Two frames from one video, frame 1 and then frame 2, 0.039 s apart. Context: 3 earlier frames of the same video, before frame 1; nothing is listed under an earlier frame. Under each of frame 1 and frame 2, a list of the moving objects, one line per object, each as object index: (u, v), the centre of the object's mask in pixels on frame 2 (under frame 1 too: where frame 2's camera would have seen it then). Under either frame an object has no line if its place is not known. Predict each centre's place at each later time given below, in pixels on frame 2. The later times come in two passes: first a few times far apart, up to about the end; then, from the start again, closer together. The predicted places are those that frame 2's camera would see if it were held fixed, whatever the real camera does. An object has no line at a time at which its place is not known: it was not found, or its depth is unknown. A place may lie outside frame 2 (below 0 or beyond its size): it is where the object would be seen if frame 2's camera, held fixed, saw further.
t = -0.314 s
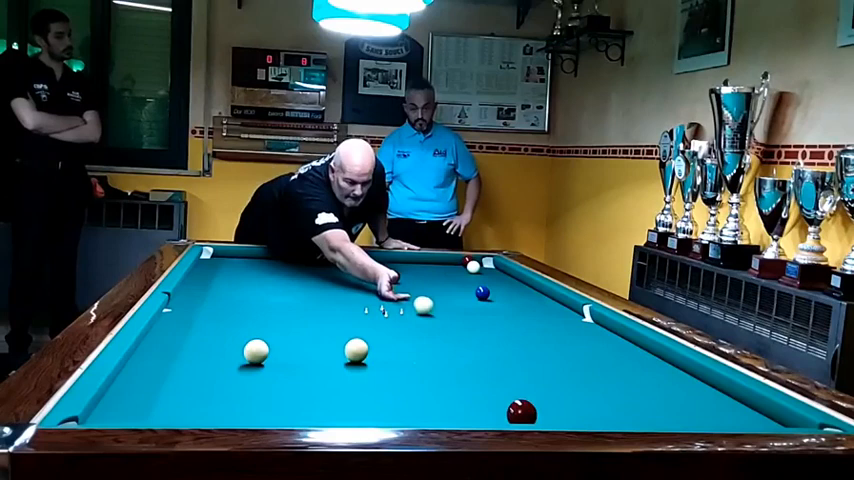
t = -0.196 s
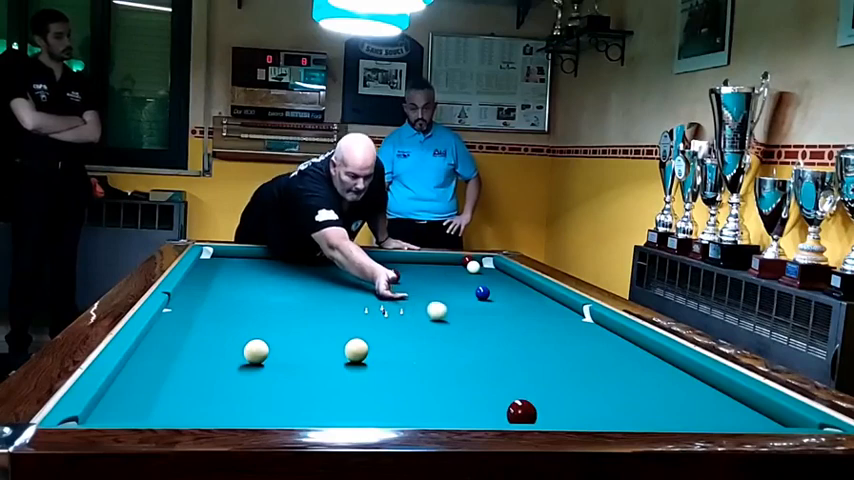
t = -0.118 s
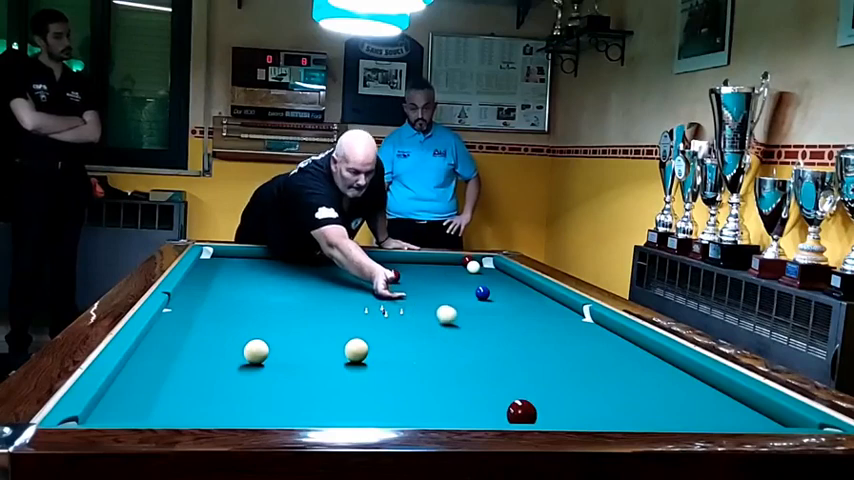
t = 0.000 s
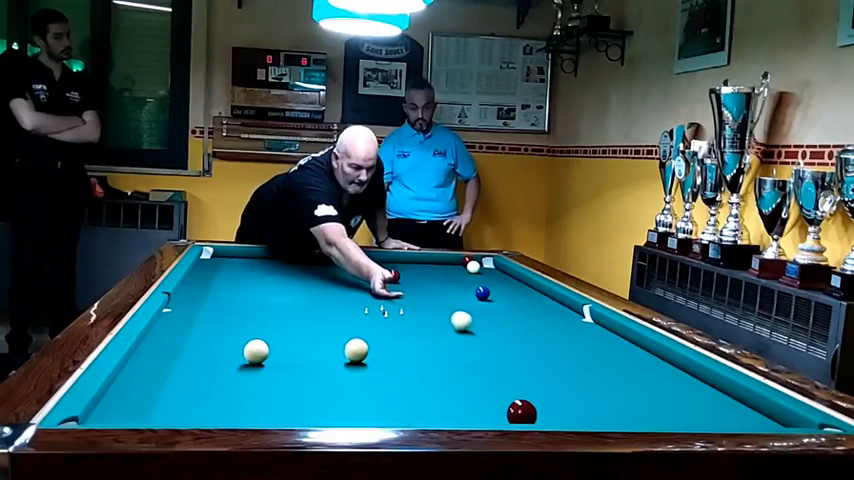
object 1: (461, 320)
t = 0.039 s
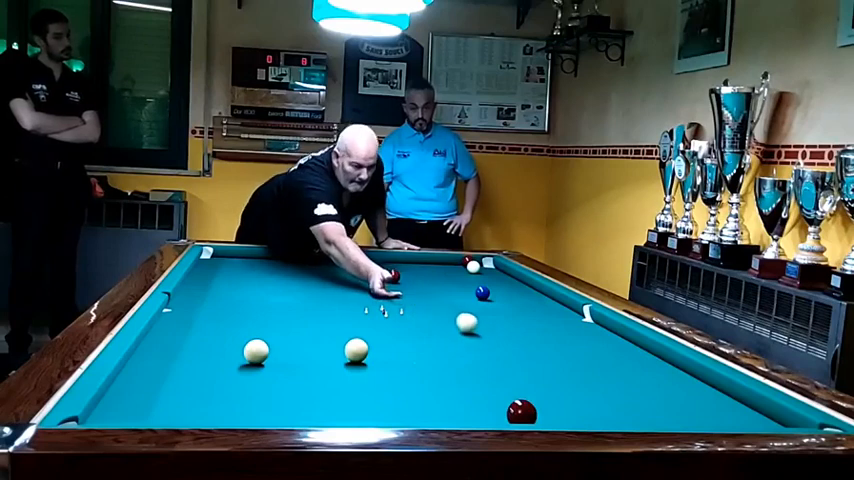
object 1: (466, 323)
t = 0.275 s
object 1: (500, 337)
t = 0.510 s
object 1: (538, 352)
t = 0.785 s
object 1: (591, 374)
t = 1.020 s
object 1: (644, 396)
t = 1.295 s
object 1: (715, 419)
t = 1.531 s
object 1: (728, 417)
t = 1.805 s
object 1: (717, 404)
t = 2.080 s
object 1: (706, 390)
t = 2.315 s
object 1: (698, 379)
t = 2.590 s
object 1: (679, 368)
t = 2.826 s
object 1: (659, 360)
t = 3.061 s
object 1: (642, 353)
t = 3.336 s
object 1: (623, 345)
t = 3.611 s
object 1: (607, 338)
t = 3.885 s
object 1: (591, 332)
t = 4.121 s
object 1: (580, 328)
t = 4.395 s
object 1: (567, 323)
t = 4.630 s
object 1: (558, 319)
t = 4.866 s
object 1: (550, 315)
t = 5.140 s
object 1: (541, 311)
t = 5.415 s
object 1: (533, 308)
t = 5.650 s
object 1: (526, 306)
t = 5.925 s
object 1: (520, 303)
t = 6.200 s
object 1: (514, 300)
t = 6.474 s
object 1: (509, 298)
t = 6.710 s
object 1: (506, 297)
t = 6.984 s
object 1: (502, 295)
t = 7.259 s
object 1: (498, 293)
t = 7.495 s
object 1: (497, 292)
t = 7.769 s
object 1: (496, 292)
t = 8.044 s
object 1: (496, 291)
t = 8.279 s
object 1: (495, 290)
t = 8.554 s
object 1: (493, 290)
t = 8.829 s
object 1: (492, 290)
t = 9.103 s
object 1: (492, 290)
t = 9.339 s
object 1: (492, 290)
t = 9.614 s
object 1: (492, 290)
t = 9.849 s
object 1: (492, 290)
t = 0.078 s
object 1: (471, 325)
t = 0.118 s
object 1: (477, 327)
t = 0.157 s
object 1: (483, 329)
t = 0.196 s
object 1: (488, 332)
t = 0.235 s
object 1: (494, 334)
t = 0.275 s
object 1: (500, 337)
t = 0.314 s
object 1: (506, 339)
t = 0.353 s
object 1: (512, 342)
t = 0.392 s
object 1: (519, 344)
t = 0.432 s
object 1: (525, 347)
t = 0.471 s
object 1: (532, 349)
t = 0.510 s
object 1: (538, 352)
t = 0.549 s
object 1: (546, 355)
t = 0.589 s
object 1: (552, 358)
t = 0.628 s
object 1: (560, 361)
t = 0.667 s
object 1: (567, 364)
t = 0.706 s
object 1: (575, 367)
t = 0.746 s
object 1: (583, 371)
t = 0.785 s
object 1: (591, 374)
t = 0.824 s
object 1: (599, 377)
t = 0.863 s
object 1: (607, 381)
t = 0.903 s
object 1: (616, 384)
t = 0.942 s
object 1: (625, 388)
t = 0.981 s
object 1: (634, 392)
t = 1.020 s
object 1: (644, 396)
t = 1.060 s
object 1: (653, 399)
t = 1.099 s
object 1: (663, 404)
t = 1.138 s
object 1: (673, 408)
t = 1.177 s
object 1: (684, 411)
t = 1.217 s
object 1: (694, 414)
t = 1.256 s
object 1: (705, 417)
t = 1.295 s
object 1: (715, 419)
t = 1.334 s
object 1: (727, 421)
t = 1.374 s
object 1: (737, 423)
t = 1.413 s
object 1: (734, 422)
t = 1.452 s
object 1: (731, 420)
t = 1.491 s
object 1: (729, 419)
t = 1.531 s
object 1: (728, 417)
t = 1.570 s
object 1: (726, 416)
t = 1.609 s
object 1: (725, 414)
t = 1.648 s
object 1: (723, 413)
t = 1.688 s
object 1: (721, 411)
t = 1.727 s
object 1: (720, 409)
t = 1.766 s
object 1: (718, 407)
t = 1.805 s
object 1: (717, 404)
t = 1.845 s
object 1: (715, 402)
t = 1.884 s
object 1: (713, 400)
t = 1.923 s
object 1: (712, 398)
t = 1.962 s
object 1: (710, 396)
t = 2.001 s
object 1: (709, 394)
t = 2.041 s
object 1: (707, 392)
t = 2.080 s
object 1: (706, 390)
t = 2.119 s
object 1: (705, 388)
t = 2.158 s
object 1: (703, 386)
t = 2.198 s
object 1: (702, 384)
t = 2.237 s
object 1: (701, 382)
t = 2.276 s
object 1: (699, 381)
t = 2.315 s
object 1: (698, 379)
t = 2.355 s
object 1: (697, 377)
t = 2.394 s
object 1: (696, 375)
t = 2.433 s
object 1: (694, 374)
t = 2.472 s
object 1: (690, 372)
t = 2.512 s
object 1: (686, 371)
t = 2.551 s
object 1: (683, 369)
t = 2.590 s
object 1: (679, 368)
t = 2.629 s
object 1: (675, 366)
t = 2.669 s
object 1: (672, 365)
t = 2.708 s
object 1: (669, 364)
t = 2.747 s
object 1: (666, 362)
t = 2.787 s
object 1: (663, 361)
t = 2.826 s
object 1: (659, 360)
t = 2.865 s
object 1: (656, 359)
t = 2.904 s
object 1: (653, 358)
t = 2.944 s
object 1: (650, 356)
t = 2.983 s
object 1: (648, 355)
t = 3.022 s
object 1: (645, 354)
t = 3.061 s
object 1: (642, 353)
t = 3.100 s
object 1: (639, 352)
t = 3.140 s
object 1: (636, 351)
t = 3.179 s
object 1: (633, 349)
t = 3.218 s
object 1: (631, 348)
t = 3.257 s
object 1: (628, 348)
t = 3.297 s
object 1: (626, 346)
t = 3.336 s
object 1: (623, 345)
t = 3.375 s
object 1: (620, 344)
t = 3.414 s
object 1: (618, 343)
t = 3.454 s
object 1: (616, 342)
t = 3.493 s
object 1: (613, 341)
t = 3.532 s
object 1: (611, 340)
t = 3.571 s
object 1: (609, 339)
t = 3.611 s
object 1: (607, 338)
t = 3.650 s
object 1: (604, 338)
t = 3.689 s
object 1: (602, 337)
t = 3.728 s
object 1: (600, 336)
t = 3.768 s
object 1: (598, 335)
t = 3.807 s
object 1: (596, 334)
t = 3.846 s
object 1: (594, 333)
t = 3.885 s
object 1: (591, 332)
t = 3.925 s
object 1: (589, 331)
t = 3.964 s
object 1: (588, 330)
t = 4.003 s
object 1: (586, 329)
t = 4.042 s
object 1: (584, 329)
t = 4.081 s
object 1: (582, 328)
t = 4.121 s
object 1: (580, 328)
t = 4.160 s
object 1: (578, 327)
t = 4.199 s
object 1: (576, 326)
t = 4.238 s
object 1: (574, 326)
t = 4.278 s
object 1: (573, 325)
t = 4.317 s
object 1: (571, 324)
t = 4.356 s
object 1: (569, 323)
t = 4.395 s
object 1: (567, 323)
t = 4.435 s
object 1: (566, 322)
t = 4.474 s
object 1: (564, 321)
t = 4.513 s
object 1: (563, 321)
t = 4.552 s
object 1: (561, 320)
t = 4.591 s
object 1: (560, 319)
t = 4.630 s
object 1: (558, 319)
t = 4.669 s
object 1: (557, 318)
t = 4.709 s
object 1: (555, 317)
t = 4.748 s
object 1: (554, 317)
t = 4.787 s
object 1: (553, 316)
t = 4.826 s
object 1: (551, 316)
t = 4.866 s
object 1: (550, 315)
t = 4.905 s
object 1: (548, 315)
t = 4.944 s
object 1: (547, 314)
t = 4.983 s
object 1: (546, 314)
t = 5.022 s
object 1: (545, 313)
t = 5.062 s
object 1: (543, 312)
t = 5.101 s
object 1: (542, 312)
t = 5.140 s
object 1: (541, 311)
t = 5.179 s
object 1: (540, 311)
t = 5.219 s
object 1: (538, 310)
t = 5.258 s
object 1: (537, 310)
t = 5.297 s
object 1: (536, 309)
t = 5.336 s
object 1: (535, 309)
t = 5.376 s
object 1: (534, 308)
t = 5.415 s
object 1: (533, 308)
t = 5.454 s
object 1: (531, 308)
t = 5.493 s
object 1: (530, 307)
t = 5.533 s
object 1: (529, 307)
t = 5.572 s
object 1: (528, 306)
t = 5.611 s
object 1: (527, 306)
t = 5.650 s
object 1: (526, 306)
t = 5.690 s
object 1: (525, 305)
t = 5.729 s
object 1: (524, 305)
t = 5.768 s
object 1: (523, 304)
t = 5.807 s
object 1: (522, 304)
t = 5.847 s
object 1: (521, 304)
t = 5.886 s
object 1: (520, 303)
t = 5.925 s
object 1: (520, 303)
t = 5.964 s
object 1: (519, 302)
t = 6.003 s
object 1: (518, 302)
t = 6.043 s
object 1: (517, 302)
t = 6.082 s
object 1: (516, 301)
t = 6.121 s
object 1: (515, 301)
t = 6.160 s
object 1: (514, 301)
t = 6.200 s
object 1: (514, 300)
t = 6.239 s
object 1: (513, 300)
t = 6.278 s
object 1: (512, 300)
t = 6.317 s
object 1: (512, 299)
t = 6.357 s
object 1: (511, 299)
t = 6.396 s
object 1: (510, 299)
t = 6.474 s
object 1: (509, 298)
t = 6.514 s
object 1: (509, 298)
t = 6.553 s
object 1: (508, 298)
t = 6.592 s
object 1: (507, 297)
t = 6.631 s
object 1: (507, 297)
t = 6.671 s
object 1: (506, 297)
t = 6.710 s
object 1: (506, 297)
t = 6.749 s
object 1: (505, 296)
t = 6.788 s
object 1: (504, 296)
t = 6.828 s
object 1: (504, 296)
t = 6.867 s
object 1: (503, 296)
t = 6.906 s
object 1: (503, 296)
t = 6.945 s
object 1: (502, 295)
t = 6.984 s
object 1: (502, 295)
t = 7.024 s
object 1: (501, 295)
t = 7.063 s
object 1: (501, 295)
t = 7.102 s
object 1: (500, 294)
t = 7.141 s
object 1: (500, 294)
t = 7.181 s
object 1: (499, 294)
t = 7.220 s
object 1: (499, 294)
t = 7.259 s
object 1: (498, 293)
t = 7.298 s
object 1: (498, 293)
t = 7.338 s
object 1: (497, 293)
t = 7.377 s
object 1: (497, 293)
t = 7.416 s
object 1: (497, 293)
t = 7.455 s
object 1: (497, 293)
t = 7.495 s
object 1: (497, 292)
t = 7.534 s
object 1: (497, 292)
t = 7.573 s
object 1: (497, 292)
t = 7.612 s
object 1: (497, 292)
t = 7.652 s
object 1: (496, 292)
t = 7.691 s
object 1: (496, 292)
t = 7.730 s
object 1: (496, 292)
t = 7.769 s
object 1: (496, 292)
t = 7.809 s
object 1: (496, 292)
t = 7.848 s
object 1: (496, 291)
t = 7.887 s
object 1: (496, 291)
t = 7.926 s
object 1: (496, 291)
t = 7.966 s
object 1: (496, 291)
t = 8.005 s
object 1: (496, 291)
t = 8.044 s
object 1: (496, 291)
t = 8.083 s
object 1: (496, 291)
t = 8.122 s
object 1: (495, 291)
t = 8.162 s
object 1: (495, 291)
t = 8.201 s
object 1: (495, 290)
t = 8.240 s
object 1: (495, 290)
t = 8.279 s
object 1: (495, 290)
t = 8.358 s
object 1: (494, 290)
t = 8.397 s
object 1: (494, 290)
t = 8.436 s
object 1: (494, 290)
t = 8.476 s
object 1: (494, 290)
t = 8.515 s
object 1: (493, 290)
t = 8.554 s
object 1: (493, 290)
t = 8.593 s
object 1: (493, 290)
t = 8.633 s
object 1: (493, 290)
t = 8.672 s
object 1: (493, 290)
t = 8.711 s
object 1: (492, 290)
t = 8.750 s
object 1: (492, 290)
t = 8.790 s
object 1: (492, 290)
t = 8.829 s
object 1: (492, 290)
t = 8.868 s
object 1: (492, 290)
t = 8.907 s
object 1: (492, 290)
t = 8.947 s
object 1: (492, 290)
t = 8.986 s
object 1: (492, 290)
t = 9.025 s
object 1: (492, 290)
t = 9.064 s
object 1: (492, 290)
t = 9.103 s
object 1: (492, 290)
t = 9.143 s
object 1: (492, 290)
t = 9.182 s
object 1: (492, 290)
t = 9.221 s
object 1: (492, 290)
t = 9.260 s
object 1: (492, 290)
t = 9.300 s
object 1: (492, 290)
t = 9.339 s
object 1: (492, 290)
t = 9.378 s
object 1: (492, 290)
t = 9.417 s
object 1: (492, 290)
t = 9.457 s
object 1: (492, 290)
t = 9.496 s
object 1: (492, 290)
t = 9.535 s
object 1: (492, 290)
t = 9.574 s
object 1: (492, 290)
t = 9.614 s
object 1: (492, 290)
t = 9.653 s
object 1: (492, 290)
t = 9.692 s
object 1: (492, 290)
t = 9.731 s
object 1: (492, 290)
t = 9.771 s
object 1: (492, 290)
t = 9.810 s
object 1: (492, 290)
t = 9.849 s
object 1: (492, 290)
